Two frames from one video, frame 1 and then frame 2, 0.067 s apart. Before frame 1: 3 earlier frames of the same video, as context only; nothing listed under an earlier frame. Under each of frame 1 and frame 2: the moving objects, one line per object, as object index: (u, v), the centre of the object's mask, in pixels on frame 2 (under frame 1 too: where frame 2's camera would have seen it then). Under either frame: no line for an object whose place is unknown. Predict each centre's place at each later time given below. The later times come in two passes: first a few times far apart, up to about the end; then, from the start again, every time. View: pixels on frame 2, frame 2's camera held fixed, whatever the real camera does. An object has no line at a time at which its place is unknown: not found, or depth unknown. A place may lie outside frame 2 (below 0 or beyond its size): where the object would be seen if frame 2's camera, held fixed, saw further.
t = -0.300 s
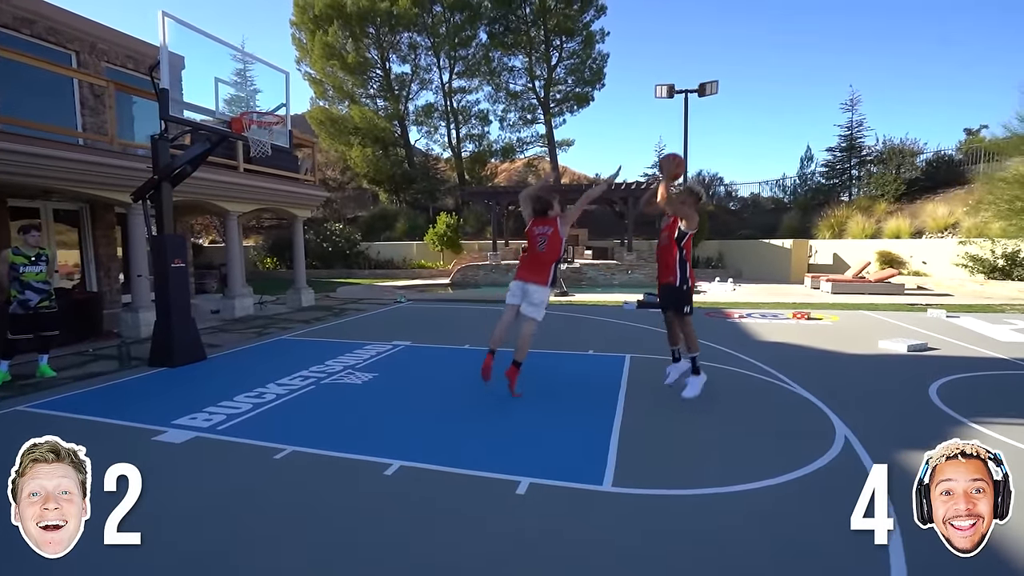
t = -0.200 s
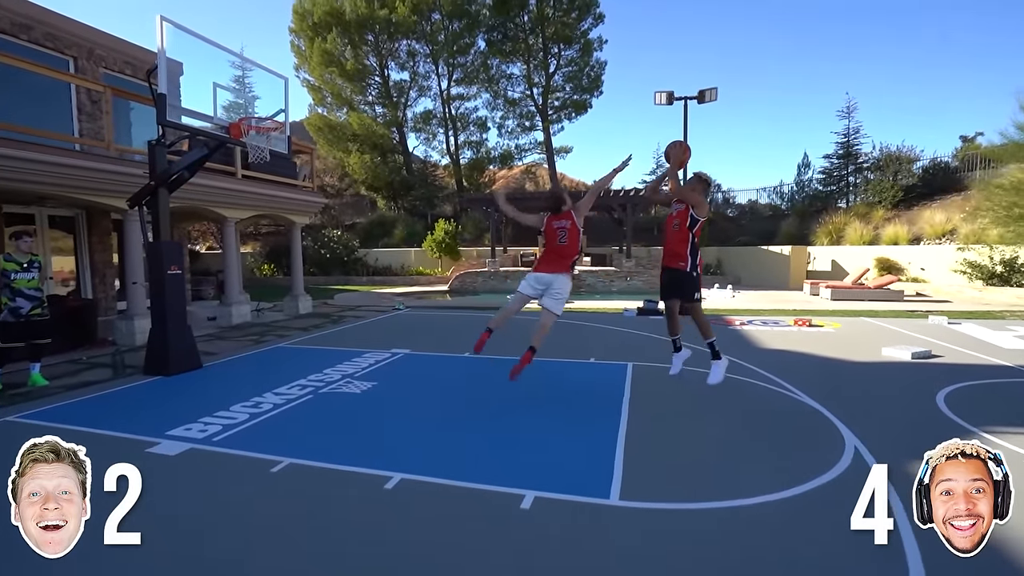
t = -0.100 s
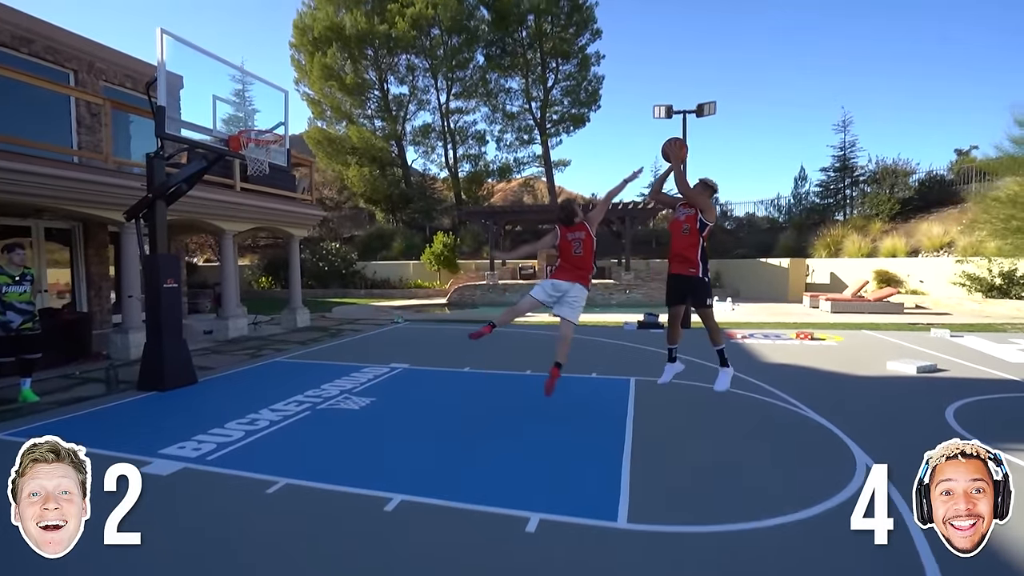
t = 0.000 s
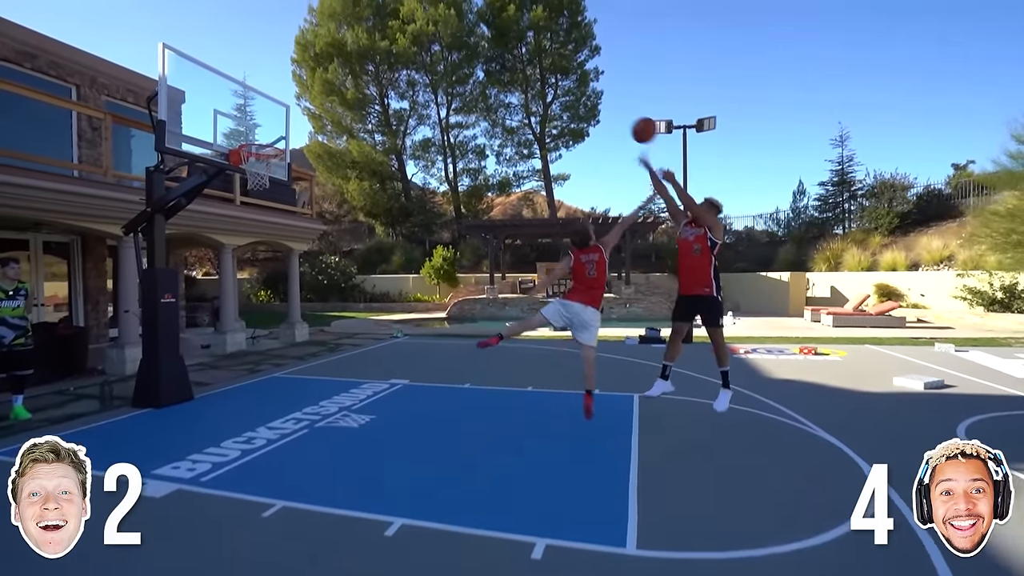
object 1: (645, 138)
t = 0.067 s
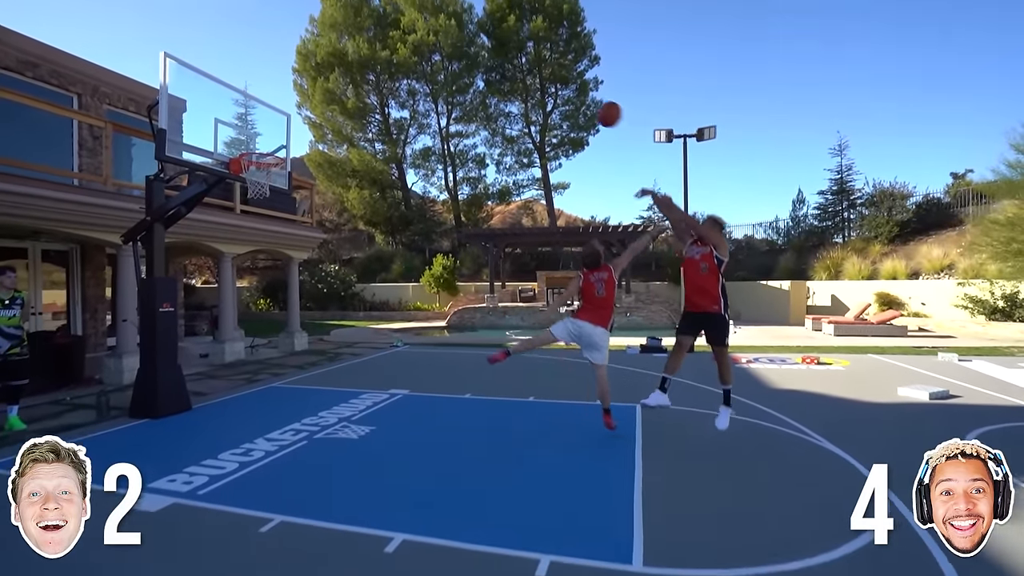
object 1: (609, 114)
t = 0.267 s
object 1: (511, 68)
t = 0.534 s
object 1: (397, 68)
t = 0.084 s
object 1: (599, 108)
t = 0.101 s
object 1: (591, 103)
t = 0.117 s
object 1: (584, 98)
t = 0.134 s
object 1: (575, 93)
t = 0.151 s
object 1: (567, 89)
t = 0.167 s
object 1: (558, 85)
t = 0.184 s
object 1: (550, 82)
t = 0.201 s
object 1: (543, 78)
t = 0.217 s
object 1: (534, 76)
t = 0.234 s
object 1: (527, 73)
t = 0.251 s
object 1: (517, 70)
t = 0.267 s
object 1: (511, 68)
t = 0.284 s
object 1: (503, 67)
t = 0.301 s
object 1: (497, 65)
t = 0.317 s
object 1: (487, 63)
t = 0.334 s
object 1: (480, 61)
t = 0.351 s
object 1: (473, 61)
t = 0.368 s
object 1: (466, 59)
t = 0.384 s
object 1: (459, 59)
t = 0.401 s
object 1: (452, 59)
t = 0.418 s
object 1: (445, 59)
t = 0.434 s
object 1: (437, 60)
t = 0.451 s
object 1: (430, 61)
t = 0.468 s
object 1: (423, 61)
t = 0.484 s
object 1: (418, 62)
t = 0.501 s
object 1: (411, 63)
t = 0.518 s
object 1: (403, 64)
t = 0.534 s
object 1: (397, 68)
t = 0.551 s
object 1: (390, 69)
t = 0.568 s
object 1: (384, 71)
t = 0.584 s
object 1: (375, 74)
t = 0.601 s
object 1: (369, 77)
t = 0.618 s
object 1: (364, 80)
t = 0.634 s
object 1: (357, 84)
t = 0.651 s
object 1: (350, 86)
